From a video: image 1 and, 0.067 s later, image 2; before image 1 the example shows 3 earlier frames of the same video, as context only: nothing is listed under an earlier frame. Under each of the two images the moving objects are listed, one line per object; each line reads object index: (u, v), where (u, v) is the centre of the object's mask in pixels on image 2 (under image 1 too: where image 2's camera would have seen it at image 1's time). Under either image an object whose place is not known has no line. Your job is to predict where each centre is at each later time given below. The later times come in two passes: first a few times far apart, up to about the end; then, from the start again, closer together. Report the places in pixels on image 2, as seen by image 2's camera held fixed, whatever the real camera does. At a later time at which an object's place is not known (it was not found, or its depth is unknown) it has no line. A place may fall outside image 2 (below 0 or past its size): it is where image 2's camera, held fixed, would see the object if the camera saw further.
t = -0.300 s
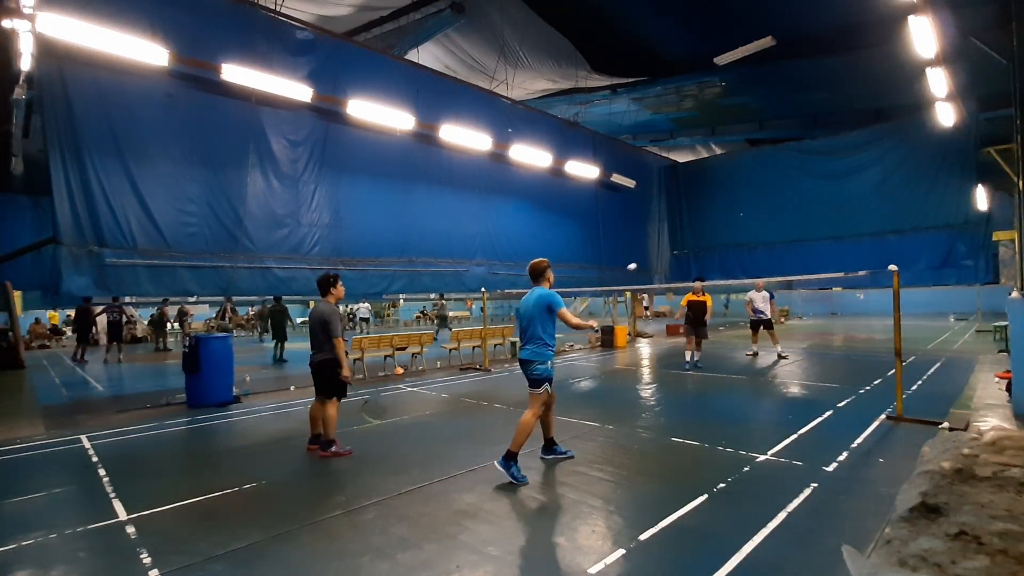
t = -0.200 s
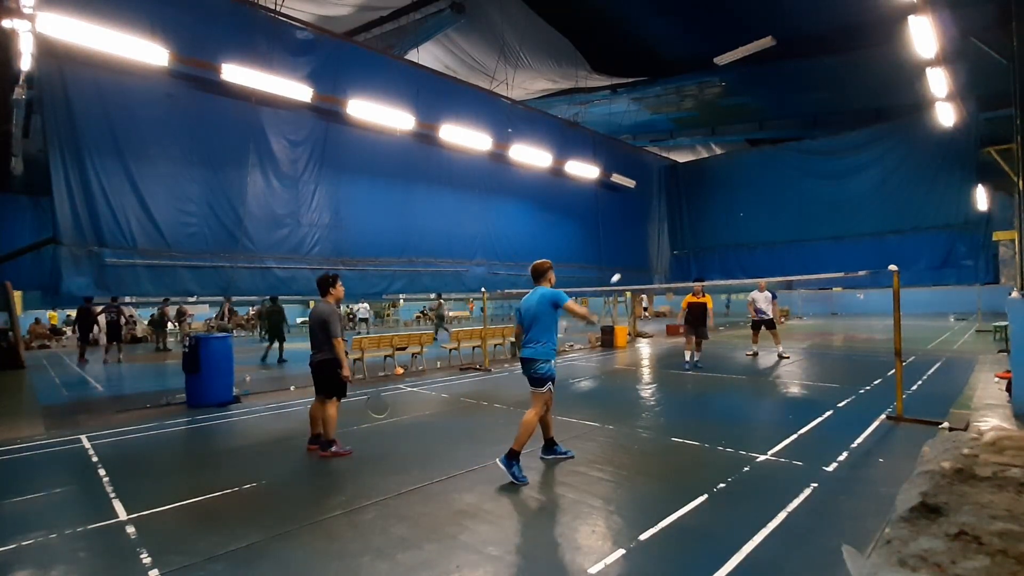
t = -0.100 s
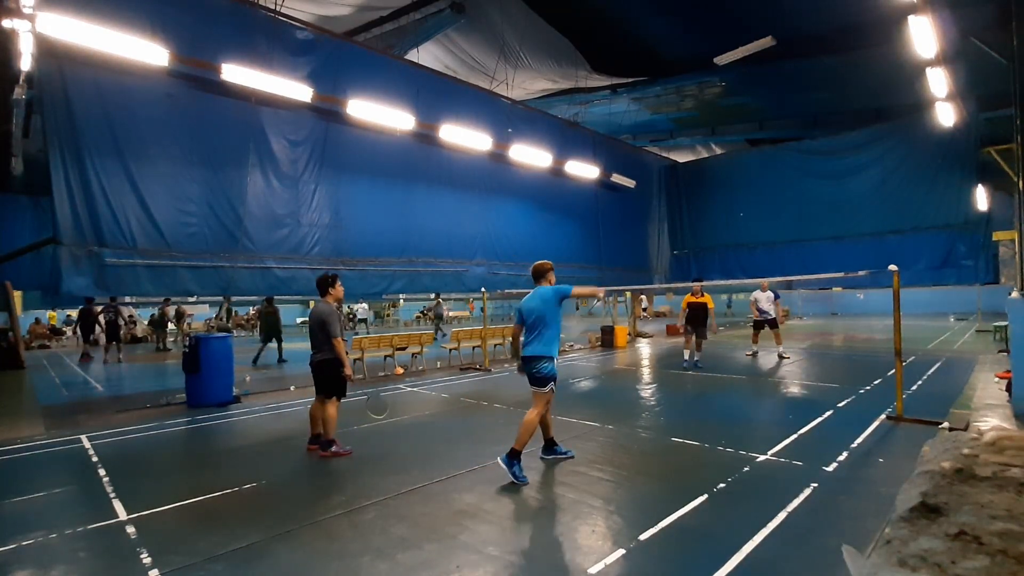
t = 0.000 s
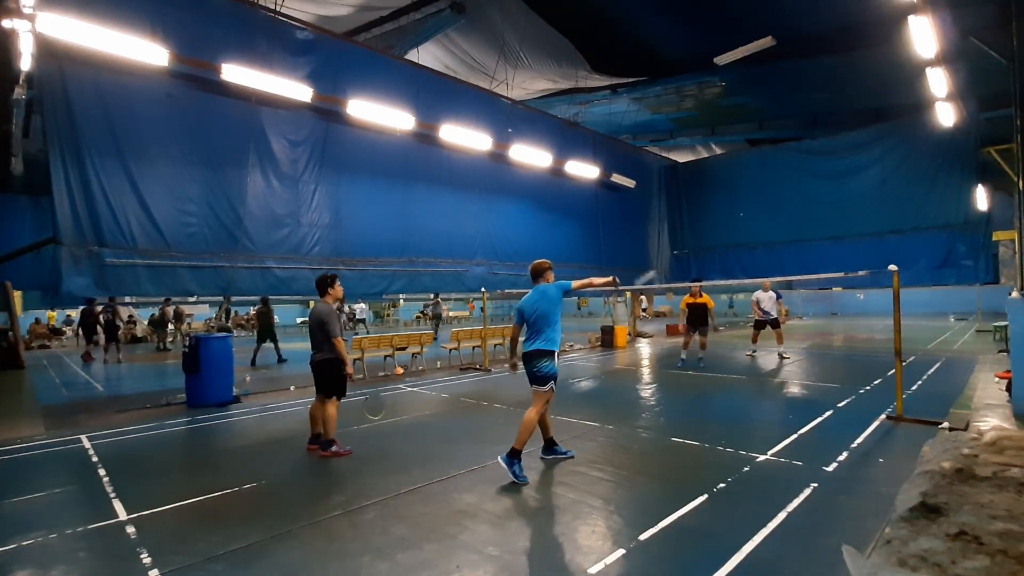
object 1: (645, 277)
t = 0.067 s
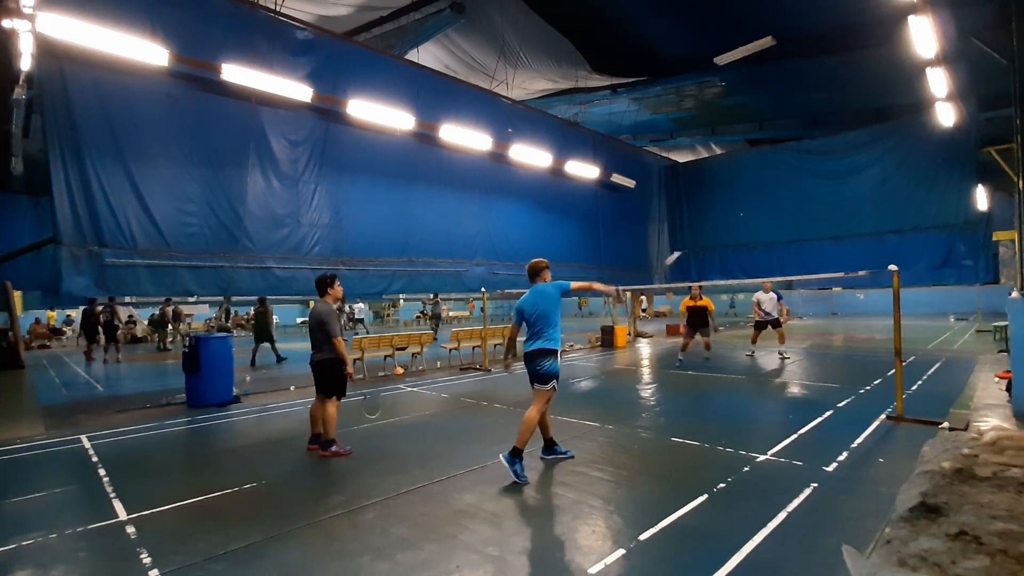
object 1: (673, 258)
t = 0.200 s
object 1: (721, 238)
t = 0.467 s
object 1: (784, 249)
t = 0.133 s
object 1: (697, 245)
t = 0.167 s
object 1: (709, 241)
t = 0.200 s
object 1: (721, 238)
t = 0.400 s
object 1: (771, 242)
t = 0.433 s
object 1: (778, 245)
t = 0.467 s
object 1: (784, 249)
